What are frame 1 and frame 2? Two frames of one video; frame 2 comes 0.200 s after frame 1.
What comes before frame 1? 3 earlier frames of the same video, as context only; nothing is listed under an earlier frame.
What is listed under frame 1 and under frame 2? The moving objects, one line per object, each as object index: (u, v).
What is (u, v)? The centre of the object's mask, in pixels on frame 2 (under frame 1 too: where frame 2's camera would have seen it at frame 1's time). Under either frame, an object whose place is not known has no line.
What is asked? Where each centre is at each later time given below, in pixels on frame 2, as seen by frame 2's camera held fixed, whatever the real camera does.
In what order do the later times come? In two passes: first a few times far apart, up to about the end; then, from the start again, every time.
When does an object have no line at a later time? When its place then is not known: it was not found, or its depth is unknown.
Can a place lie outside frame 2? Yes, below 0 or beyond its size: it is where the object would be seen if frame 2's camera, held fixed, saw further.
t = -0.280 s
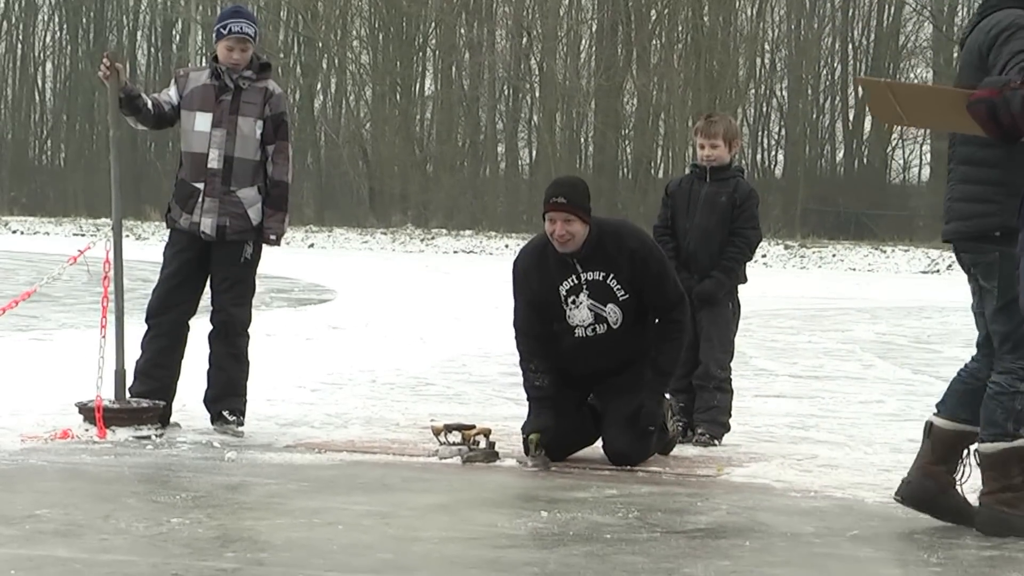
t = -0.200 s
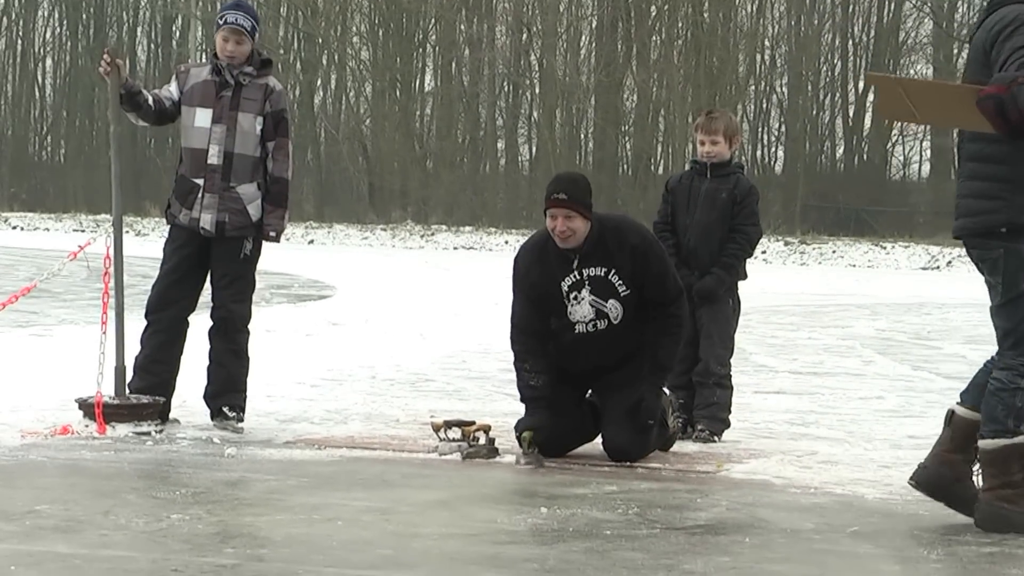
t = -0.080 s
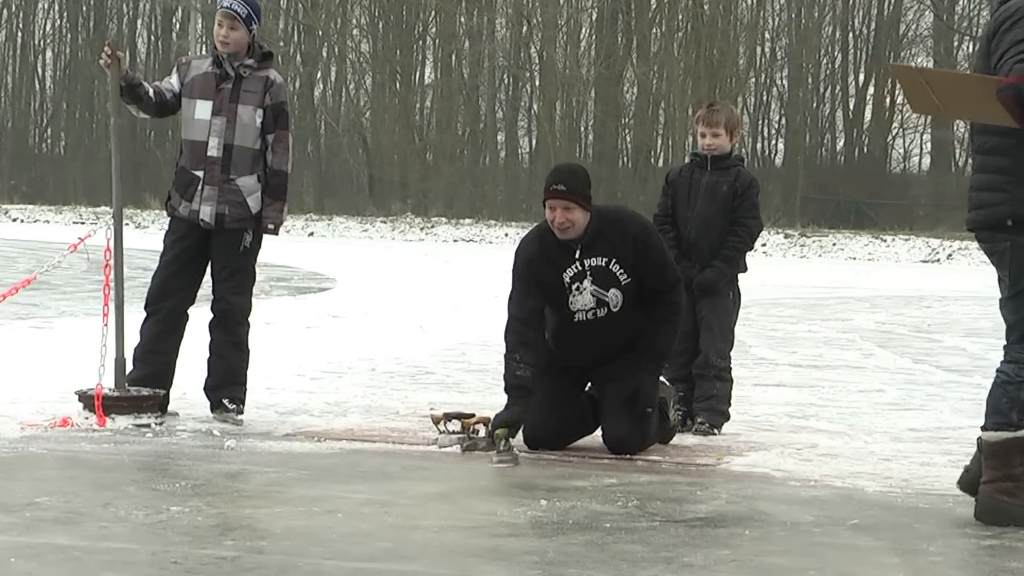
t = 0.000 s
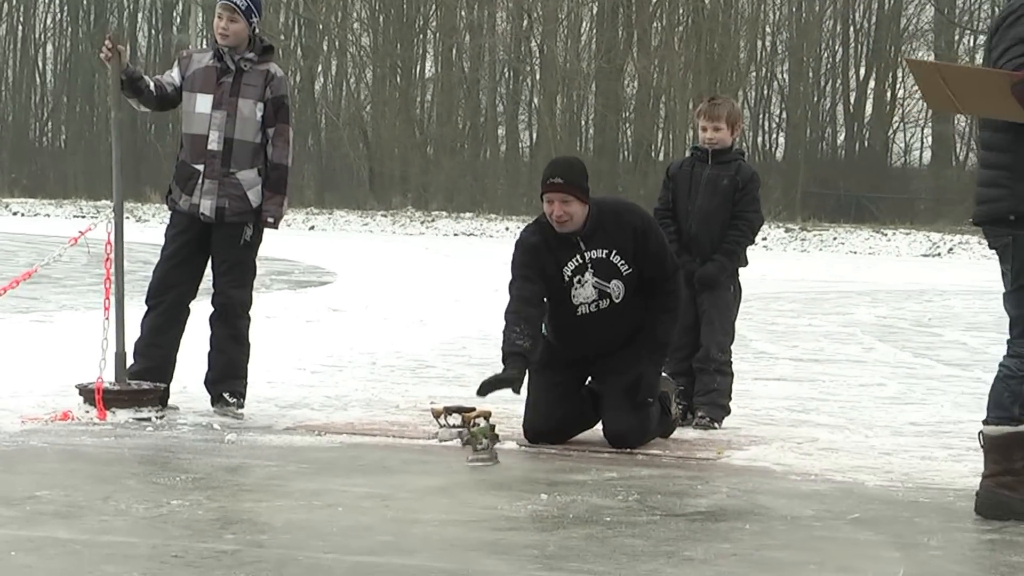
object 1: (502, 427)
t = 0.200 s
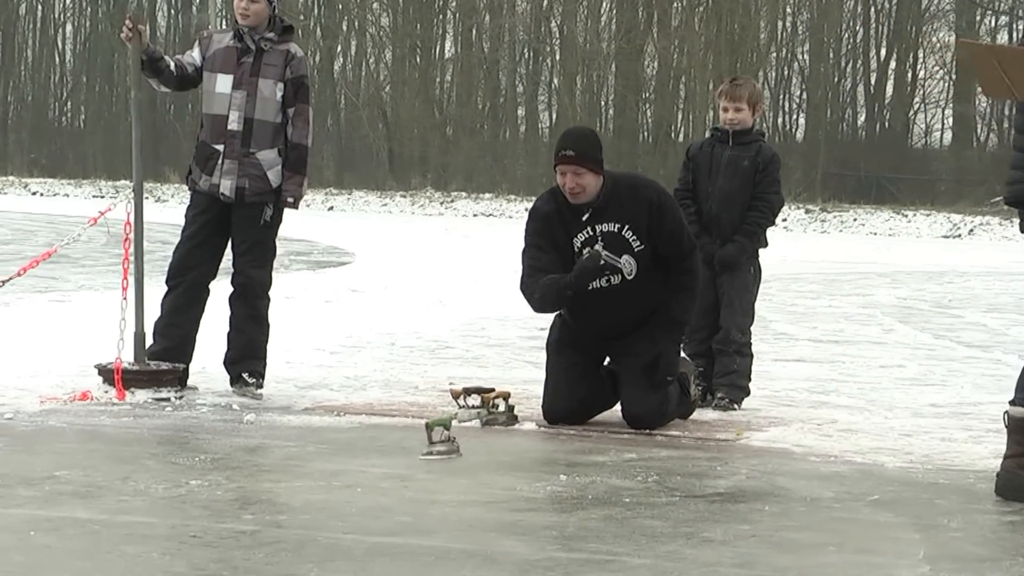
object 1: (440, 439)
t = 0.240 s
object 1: (428, 442)
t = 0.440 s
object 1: (360, 455)
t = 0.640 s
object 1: (285, 468)
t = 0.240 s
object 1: (428, 442)
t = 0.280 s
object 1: (414, 444)
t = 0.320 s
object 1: (402, 447)
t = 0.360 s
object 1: (388, 449)
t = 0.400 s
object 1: (374, 452)
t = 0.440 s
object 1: (360, 455)
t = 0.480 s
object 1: (346, 457)
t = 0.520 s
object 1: (331, 460)
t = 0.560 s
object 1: (316, 463)
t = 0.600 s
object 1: (301, 465)
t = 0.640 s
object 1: (285, 468)
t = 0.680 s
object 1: (269, 470)
